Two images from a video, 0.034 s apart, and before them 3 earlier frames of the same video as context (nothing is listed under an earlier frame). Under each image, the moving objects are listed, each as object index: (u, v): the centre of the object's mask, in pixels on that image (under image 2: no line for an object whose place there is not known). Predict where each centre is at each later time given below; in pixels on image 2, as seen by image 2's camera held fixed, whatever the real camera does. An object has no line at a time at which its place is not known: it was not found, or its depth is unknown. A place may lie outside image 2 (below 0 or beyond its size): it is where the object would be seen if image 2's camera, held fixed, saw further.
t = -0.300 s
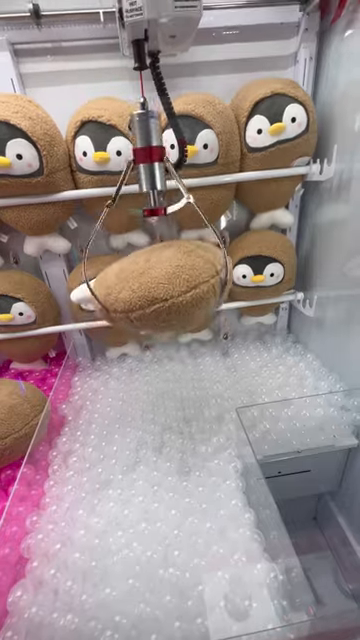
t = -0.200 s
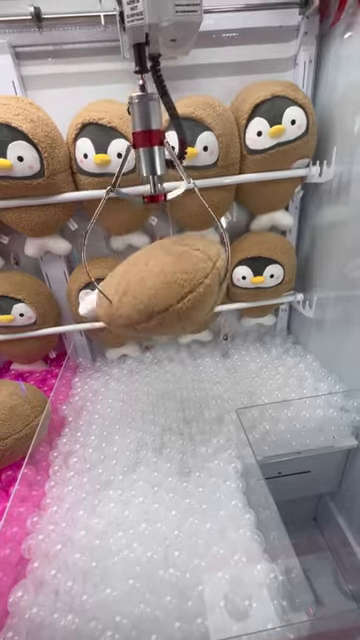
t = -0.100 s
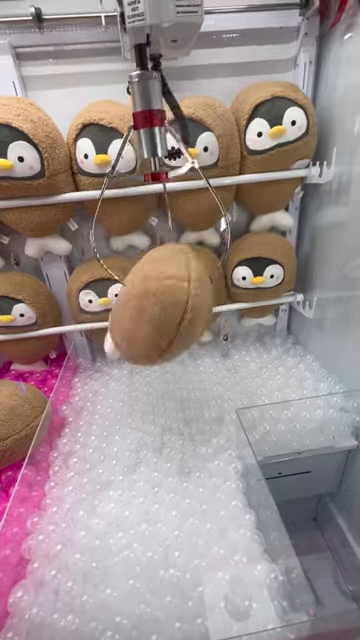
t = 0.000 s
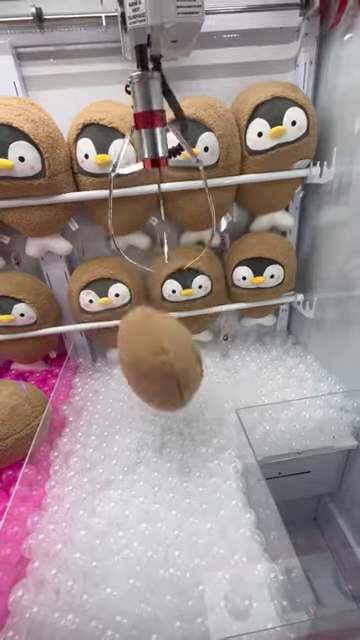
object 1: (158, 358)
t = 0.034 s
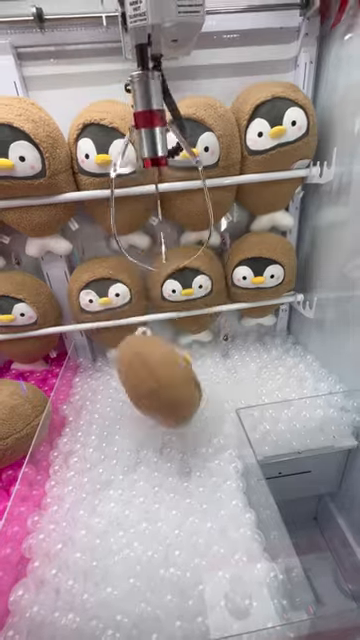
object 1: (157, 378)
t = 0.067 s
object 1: (156, 398)
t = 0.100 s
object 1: (156, 416)
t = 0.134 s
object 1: (150, 420)
